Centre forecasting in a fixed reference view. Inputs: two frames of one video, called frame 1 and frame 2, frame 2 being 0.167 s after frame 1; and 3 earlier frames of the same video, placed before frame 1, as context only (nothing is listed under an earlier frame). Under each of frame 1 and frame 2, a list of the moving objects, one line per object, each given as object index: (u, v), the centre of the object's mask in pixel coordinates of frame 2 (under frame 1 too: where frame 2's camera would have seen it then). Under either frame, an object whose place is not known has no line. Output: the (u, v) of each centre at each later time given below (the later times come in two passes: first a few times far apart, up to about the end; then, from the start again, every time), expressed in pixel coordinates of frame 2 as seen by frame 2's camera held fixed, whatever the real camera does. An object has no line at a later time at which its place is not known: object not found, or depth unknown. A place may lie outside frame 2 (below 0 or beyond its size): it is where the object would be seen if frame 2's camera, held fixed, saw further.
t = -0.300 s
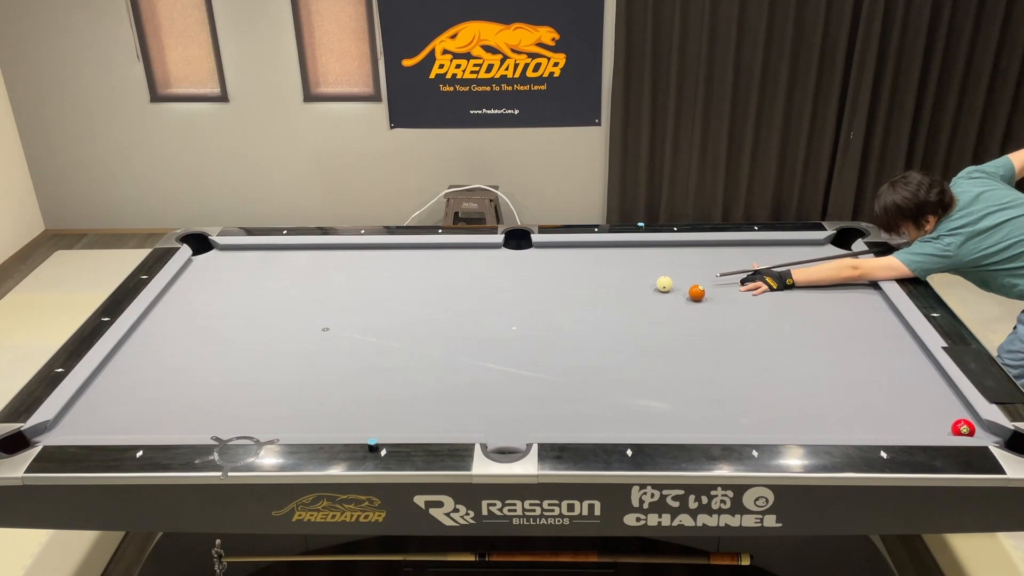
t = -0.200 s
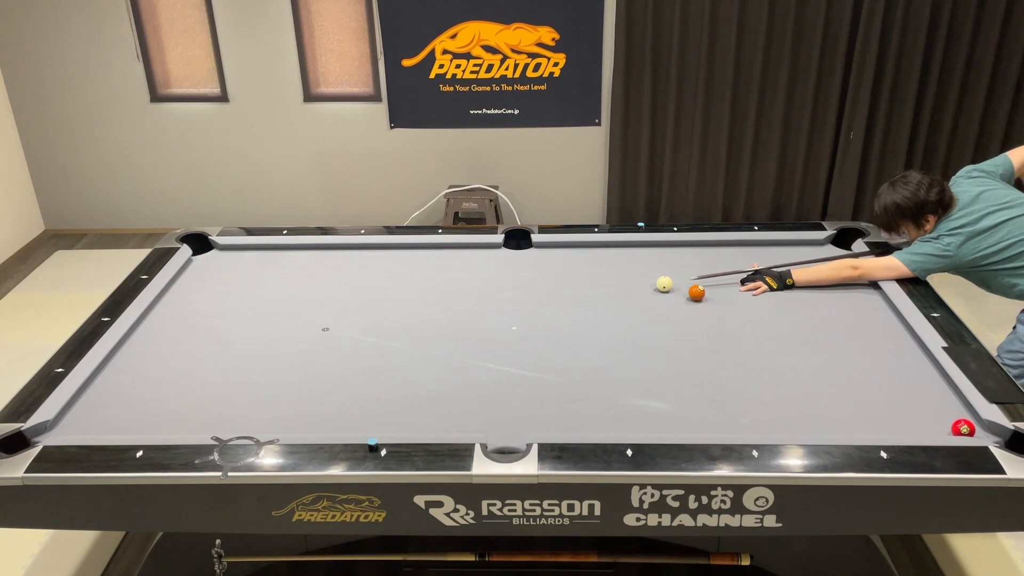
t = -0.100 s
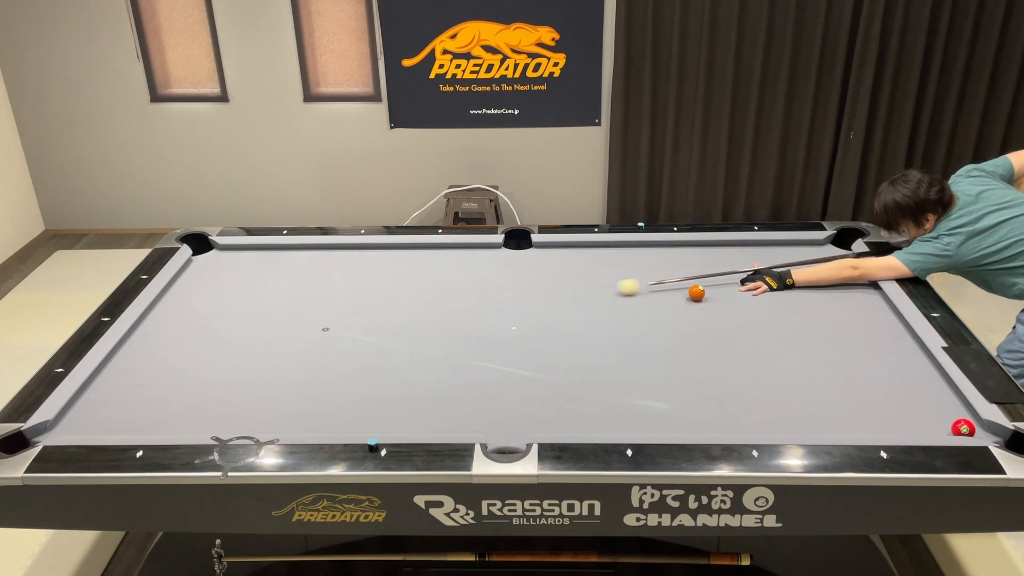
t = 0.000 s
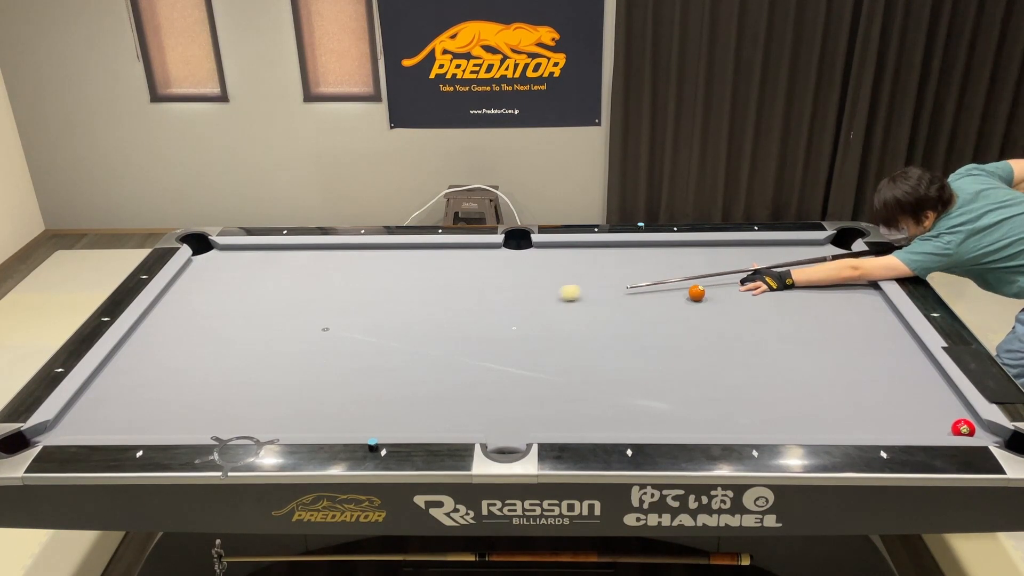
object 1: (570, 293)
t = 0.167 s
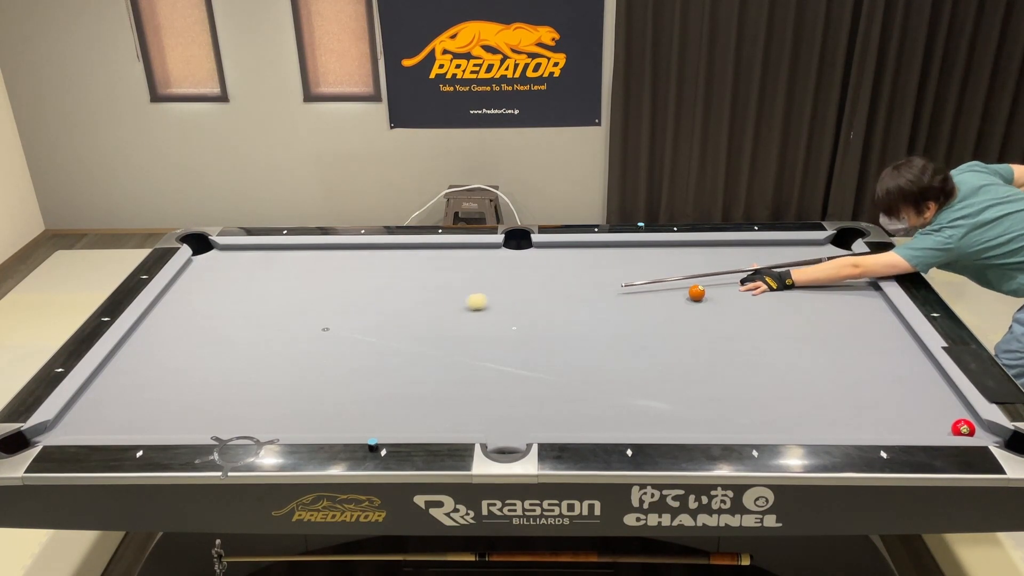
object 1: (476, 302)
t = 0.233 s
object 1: (439, 306)
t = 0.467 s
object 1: (302, 319)
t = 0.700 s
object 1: (160, 333)
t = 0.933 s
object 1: (202, 343)
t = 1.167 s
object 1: (281, 352)
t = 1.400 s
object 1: (360, 360)
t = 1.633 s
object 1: (442, 370)
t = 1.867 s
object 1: (525, 380)
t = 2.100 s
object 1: (610, 390)
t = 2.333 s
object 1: (698, 401)
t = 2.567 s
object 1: (790, 412)
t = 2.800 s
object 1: (885, 423)
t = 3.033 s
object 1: (945, 428)
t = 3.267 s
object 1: (955, 425)
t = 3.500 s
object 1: (965, 420)
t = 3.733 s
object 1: (964, 415)
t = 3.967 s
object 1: (955, 412)
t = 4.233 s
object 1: (947, 409)
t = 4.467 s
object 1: (941, 407)
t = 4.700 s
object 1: (937, 406)
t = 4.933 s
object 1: (935, 406)
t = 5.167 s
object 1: (934, 406)
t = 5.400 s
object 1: (935, 406)
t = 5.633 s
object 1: (935, 406)
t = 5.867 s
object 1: (935, 406)
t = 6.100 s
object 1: (935, 405)
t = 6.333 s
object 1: (935, 405)
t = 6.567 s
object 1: (935, 406)
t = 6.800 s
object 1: (934, 406)
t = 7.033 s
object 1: (935, 406)
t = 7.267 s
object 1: (935, 405)
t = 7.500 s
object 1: (935, 406)
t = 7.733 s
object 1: (935, 406)
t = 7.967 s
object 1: (935, 405)
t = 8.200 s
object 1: (934, 406)
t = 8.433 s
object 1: (935, 406)
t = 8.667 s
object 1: (935, 406)
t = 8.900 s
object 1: (935, 405)
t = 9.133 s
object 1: (935, 406)
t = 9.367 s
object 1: (934, 406)
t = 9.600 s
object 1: (934, 406)
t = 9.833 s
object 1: (935, 406)
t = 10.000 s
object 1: (935, 406)
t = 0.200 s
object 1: (457, 304)
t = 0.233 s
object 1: (439, 306)
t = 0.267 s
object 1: (420, 308)
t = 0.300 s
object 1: (400, 310)
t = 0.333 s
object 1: (381, 311)
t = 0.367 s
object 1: (361, 313)
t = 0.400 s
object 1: (342, 315)
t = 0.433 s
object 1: (323, 317)
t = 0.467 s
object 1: (302, 319)
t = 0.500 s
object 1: (282, 321)
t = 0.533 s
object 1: (262, 323)
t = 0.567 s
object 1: (242, 325)
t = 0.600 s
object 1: (221, 327)
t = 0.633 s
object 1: (201, 329)
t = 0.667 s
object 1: (180, 331)
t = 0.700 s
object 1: (160, 333)
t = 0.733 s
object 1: (138, 335)
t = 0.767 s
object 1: (140, 336)
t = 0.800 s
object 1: (154, 338)
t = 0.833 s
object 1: (167, 339)
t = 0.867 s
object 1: (179, 340)
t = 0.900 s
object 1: (190, 341)
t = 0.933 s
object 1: (202, 343)
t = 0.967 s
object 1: (213, 344)
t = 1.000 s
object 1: (224, 345)
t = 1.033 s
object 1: (235, 346)
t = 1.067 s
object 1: (246, 348)
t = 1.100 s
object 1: (257, 349)
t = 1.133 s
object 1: (269, 350)
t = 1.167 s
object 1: (281, 352)
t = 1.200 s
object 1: (292, 353)
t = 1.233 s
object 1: (303, 354)
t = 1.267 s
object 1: (315, 355)
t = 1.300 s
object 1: (326, 357)
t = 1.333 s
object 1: (338, 358)
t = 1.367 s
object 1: (349, 359)
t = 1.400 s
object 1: (360, 360)
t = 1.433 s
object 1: (372, 362)
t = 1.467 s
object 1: (384, 363)
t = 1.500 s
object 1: (395, 365)
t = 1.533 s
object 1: (407, 366)
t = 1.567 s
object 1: (419, 367)
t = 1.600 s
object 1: (430, 369)
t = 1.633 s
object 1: (442, 370)
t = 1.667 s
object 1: (454, 371)
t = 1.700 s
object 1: (465, 373)
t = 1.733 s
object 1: (477, 374)
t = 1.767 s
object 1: (489, 375)
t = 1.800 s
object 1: (501, 377)
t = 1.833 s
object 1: (513, 378)
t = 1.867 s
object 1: (525, 380)
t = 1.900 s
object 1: (537, 381)
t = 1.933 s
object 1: (549, 383)
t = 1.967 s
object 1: (561, 384)
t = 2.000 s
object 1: (573, 385)
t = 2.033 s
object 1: (586, 387)
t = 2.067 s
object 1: (598, 388)
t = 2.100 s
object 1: (610, 390)
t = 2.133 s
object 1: (623, 391)
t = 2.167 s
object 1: (635, 393)
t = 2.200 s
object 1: (648, 395)
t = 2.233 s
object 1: (660, 396)
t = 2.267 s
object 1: (673, 398)
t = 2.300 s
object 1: (686, 399)
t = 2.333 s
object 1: (698, 401)
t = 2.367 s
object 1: (711, 402)
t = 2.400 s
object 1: (725, 403)
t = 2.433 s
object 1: (738, 405)
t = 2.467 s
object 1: (750, 407)
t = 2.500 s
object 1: (763, 409)
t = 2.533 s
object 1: (777, 410)
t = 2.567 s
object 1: (790, 412)
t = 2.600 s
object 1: (803, 413)
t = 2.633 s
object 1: (817, 415)
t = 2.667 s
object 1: (830, 417)
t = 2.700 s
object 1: (844, 418)
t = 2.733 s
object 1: (857, 420)
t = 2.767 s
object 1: (871, 422)
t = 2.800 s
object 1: (885, 423)
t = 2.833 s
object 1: (898, 425)
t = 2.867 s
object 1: (912, 425)
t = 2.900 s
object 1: (926, 427)
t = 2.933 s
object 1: (940, 427)
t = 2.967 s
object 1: (943, 429)
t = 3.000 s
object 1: (944, 429)
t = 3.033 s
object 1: (945, 428)
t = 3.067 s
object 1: (946, 428)
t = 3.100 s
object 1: (948, 427)
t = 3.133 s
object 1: (949, 427)
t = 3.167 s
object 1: (951, 426)
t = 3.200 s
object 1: (953, 426)
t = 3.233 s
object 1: (954, 425)
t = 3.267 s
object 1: (955, 425)
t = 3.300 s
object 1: (957, 424)
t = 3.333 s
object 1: (958, 423)
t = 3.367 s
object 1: (960, 423)
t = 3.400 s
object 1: (961, 422)
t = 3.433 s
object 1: (963, 421)
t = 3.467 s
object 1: (964, 420)
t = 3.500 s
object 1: (965, 420)
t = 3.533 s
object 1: (967, 419)
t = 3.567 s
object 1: (968, 418)
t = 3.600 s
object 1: (969, 417)
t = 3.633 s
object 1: (968, 417)
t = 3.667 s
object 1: (966, 416)
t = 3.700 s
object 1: (965, 416)
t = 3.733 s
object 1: (964, 415)
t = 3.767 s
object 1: (962, 415)
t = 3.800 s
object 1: (961, 414)
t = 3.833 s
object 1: (960, 414)
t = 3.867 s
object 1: (958, 413)
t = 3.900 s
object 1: (957, 413)
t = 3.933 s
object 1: (956, 413)
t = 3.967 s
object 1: (955, 412)
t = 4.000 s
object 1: (953, 412)
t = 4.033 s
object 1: (952, 411)
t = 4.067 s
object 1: (951, 411)
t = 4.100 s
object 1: (950, 411)
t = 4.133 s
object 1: (949, 410)
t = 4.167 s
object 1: (948, 410)
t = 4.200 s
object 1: (947, 410)
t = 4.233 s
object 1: (947, 409)
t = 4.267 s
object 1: (946, 409)
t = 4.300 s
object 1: (944, 409)
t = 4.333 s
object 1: (944, 408)
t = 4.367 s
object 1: (943, 408)
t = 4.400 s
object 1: (942, 408)
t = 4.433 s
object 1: (942, 407)
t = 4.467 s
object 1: (941, 407)
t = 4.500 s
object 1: (941, 407)
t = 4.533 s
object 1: (940, 407)
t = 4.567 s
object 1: (939, 407)
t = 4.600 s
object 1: (939, 407)
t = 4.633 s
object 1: (938, 406)
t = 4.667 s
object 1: (938, 406)
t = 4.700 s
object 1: (937, 406)
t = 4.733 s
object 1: (937, 406)
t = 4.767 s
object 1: (936, 406)
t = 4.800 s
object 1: (936, 406)
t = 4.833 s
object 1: (936, 406)
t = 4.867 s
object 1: (935, 406)
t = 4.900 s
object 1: (935, 406)
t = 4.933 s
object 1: (935, 406)
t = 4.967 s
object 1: (934, 406)
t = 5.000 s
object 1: (934, 406)
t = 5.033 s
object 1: (934, 406)
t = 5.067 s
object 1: (934, 406)
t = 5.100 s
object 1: (934, 406)
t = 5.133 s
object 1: (934, 406)
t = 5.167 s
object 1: (934, 406)
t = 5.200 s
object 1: (934, 406)
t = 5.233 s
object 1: (934, 405)
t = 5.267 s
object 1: (934, 405)
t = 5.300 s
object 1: (935, 406)
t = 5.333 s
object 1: (934, 406)
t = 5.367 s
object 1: (935, 405)
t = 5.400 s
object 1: (935, 406)
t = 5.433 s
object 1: (935, 405)
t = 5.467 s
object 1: (935, 405)
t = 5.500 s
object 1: (935, 405)
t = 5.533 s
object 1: (935, 406)
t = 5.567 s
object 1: (935, 405)
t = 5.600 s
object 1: (935, 406)
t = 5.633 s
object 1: (935, 406)
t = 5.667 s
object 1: (935, 406)
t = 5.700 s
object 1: (935, 406)
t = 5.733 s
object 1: (935, 406)
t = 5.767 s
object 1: (935, 406)
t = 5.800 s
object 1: (935, 406)
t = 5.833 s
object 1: (935, 405)
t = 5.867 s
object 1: (935, 406)
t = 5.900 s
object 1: (935, 405)
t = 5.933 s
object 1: (935, 405)
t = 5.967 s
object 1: (935, 406)
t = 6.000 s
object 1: (935, 405)
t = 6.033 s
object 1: (935, 405)
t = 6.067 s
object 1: (935, 405)
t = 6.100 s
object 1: (935, 405)
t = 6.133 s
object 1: (935, 405)
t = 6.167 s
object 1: (935, 405)
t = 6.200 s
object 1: (935, 405)
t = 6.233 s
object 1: (935, 405)
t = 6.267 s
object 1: (935, 405)
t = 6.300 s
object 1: (935, 405)
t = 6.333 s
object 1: (935, 405)
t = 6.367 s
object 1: (935, 405)
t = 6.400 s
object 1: (935, 405)
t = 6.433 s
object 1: (935, 405)
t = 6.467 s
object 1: (935, 406)
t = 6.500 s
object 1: (935, 406)
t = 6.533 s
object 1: (935, 405)
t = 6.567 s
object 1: (935, 406)
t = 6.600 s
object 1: (935, 406)
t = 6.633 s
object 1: (935, 406)
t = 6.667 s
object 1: (935, 406)
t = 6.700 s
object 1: (935, 405)
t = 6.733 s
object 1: (935, 406)
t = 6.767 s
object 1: (935, 405)
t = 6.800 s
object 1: (934, 406)
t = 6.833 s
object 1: (934, 406)
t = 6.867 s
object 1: (934, 406)
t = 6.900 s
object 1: (935, 406)
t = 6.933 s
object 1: (935, 406)
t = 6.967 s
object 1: (935, 406)
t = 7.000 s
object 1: (935, 406)
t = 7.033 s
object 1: (935, 406)
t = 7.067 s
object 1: (935, 406)
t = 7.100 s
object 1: (935, 405)
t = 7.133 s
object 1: (935, 405)
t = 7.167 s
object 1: (935, 405)
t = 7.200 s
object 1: (934, 406)
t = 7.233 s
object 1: (935, 406)
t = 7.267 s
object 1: (935, 405)
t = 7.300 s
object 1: (935, 405)
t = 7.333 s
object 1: (935, 405)
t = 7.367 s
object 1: (935, 406)
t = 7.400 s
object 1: (935, 406)
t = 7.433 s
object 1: (935, 405)
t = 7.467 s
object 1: (934, 406)
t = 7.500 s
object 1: (935, 406)
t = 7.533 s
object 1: (935, 405)
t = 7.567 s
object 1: (934, 406)
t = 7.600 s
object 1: (935, 406)
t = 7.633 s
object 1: (935, 406)
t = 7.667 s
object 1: (935, 406)
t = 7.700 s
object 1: (934, 406)
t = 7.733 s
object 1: (935, 406)
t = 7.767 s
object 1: (935, 406)
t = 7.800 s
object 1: (934, 406)
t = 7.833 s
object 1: (935, 405)
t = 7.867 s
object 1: (934, 406)
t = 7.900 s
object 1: (935, 406)
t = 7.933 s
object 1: (934, 406)
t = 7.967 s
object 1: (935, 405)
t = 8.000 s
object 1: (935, 406)
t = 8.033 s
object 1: (934, 406)
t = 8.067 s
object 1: (935, 406)
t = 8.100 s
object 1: (934, 406)
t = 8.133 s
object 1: (935, 406)
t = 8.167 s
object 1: (935, 406)
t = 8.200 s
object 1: (934, 406)
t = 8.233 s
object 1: (935, 406)
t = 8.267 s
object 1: (934, 406)
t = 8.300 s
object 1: (935, 406)
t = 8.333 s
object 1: (935, 406)
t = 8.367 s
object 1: (935, 406)
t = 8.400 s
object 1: (934, 406)
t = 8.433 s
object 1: (935, 406)
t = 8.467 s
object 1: (935, 406)
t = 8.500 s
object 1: (934, 406)
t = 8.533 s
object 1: (935, 406)
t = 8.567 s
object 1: (934, 406)
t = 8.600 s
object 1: (935, 406)
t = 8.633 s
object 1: (935, 406)
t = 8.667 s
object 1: (935, 406)
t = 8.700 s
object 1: (935, 406)
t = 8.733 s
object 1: (935, 406)
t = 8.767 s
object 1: (935, 406)
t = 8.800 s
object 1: (935, 406)
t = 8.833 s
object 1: (935, 406)
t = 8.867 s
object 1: (935, 406)
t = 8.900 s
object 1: (935, 405)
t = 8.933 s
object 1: (934, 406)
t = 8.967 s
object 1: (934, 406)
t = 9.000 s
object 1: (935, 406)
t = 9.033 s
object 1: (935, 406)
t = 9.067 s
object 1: (935, 406)
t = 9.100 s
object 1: (935, 406)
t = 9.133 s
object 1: (935, 406)
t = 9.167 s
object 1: (935, 406)
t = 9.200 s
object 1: (935, 406)
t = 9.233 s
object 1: (935, 406)
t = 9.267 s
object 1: (935, 406)
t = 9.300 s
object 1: (935, 406)
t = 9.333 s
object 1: (935, 406)
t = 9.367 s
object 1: (934, 406)
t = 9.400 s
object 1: (935, 406)
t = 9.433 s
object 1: (935, 406)
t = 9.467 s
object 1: (935, 406)
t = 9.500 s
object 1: (934, 406)
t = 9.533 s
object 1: (934, 406)
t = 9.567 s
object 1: (935, 406)
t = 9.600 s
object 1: (934, 406)
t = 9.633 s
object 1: (935, 406)
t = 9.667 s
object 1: (935, 406)
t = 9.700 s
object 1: (935, 406)
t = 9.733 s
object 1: (935, 406)
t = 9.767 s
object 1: (935, 406)
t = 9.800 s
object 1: (935, 406)
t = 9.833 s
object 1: (935, 406)
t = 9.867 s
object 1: (935, 406)
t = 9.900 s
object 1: (935, 406)
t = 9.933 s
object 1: (935, 406)
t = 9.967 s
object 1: (935, 406)
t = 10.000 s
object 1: (935, 406)
